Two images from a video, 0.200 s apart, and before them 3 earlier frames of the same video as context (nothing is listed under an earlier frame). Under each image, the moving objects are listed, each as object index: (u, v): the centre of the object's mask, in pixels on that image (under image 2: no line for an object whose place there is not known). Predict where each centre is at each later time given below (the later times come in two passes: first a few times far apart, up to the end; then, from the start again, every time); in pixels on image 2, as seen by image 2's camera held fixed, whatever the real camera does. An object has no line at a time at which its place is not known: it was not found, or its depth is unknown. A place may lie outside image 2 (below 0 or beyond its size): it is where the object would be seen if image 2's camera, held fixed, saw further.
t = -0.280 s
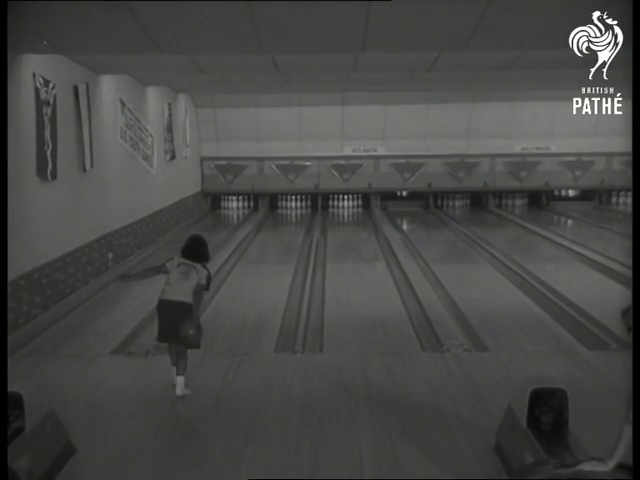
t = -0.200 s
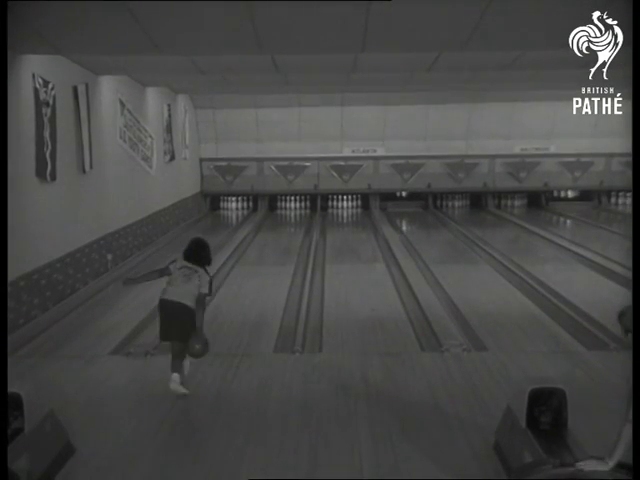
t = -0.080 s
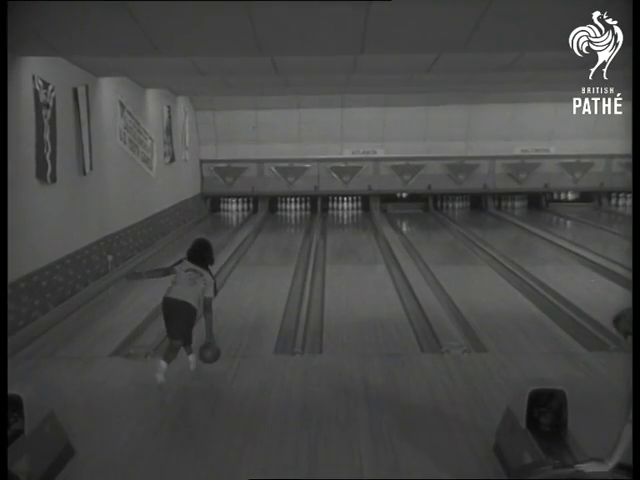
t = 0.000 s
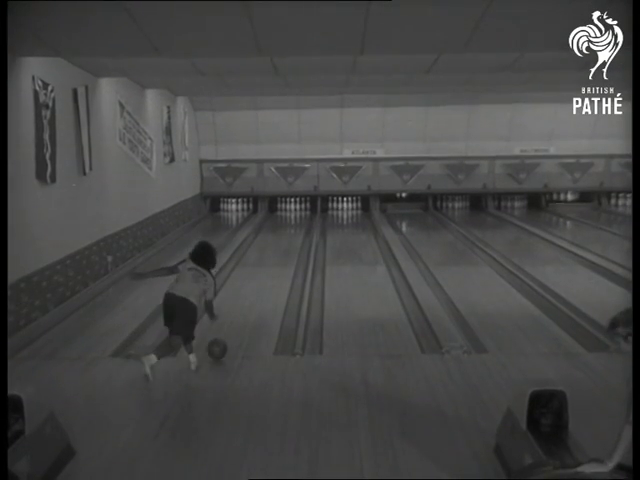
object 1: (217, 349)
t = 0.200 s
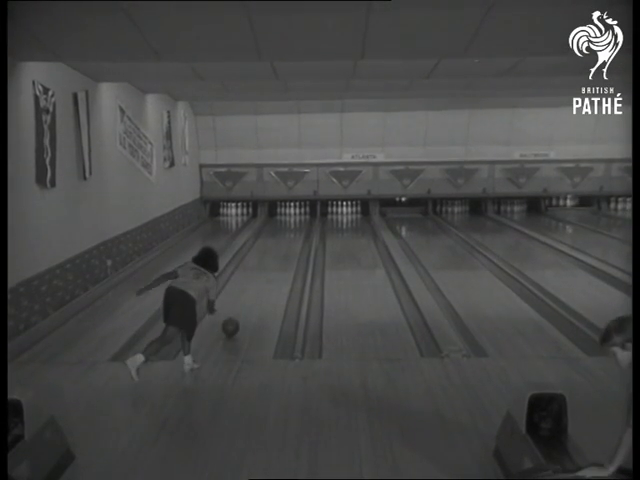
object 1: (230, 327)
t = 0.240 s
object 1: (233, 322)
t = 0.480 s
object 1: (245, 300)
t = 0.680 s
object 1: (253, 284)
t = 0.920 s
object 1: (260, 271)
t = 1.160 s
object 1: (267, 258)
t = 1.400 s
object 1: (272, 249)
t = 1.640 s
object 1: (276, 241)
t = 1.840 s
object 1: (279, 237)
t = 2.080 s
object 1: (281, 232)
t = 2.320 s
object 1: (283, 225)
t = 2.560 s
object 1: (286, 222)
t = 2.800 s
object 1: (288, 218)
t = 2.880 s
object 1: (287, 217)
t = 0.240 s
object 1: (233, 322)
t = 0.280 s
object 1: (235, 319)
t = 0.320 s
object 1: (238, 314)
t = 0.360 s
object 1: (240, 310)
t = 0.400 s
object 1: (242, 306)
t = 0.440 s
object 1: (244, 303)
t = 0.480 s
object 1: (245, 300)
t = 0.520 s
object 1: (247, 296)
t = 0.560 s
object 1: (249, 292)
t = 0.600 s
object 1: (250, 290)
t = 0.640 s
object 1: (251, 287)
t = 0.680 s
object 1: (253, 284)
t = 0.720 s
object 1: (255, 281)
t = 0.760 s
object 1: (256, 279)
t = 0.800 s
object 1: (257, 277)
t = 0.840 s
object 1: (258, 274)
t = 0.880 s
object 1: (259, 271)
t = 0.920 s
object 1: (260, 271)
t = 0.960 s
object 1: (261, 268)
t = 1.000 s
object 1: (263, 265)
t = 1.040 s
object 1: (264, 263)
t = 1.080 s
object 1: (265, 262)
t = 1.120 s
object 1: (266, 259)
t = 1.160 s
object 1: (267, 258)
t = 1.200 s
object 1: (268, 256)
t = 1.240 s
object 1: (268, 255)
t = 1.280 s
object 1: (269, 254)
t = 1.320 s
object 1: (270, 251)
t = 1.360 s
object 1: (271, 250)
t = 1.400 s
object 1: (272, 249)
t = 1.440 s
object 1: (273, 247)
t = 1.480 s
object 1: (273, 246)
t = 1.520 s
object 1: (274, 245)
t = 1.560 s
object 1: (275, 244)
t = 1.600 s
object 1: (275, 242)
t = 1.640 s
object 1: (276, 241)
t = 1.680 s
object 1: (276, 240)
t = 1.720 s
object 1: (277, 239)
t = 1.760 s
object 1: (277, 238)
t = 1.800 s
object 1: (278, 238)
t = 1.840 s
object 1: (279, 237)
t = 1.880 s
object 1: (279, 237)
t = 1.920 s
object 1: (280, 235)
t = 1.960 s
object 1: (280, 233)
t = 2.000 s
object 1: (281, 234)
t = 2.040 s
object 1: (281, 234)
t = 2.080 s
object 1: (281, 232)
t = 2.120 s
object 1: (281, 230)
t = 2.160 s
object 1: (282, 231)
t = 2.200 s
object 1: (282, 230)
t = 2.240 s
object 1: (283, 228)
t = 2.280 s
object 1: (283, 226)
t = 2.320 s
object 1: (283, 225)
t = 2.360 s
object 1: (284, 226)
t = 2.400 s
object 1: (284, 224)
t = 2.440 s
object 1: (284, 224)
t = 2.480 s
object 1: (284, 223)
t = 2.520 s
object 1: (285, 223)
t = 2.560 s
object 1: (286, 222)
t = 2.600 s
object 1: (286, 220)
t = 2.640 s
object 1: (287, 220)
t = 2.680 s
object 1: (287, 220)
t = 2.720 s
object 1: (287, 220)
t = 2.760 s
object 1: (288, 219)
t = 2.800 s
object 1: (288, 218)
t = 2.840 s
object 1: (288, 218)
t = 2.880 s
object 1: (287, 217)
